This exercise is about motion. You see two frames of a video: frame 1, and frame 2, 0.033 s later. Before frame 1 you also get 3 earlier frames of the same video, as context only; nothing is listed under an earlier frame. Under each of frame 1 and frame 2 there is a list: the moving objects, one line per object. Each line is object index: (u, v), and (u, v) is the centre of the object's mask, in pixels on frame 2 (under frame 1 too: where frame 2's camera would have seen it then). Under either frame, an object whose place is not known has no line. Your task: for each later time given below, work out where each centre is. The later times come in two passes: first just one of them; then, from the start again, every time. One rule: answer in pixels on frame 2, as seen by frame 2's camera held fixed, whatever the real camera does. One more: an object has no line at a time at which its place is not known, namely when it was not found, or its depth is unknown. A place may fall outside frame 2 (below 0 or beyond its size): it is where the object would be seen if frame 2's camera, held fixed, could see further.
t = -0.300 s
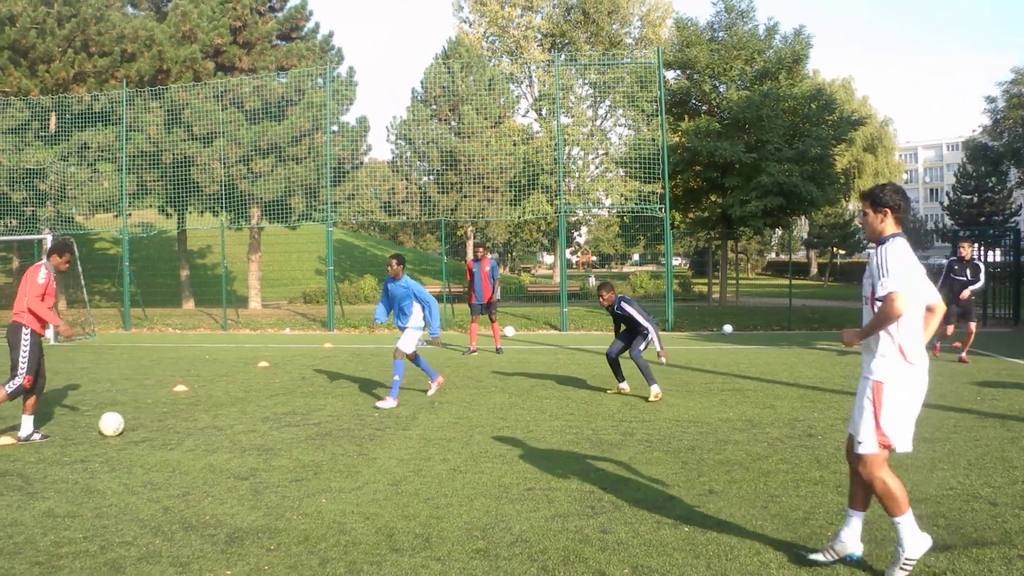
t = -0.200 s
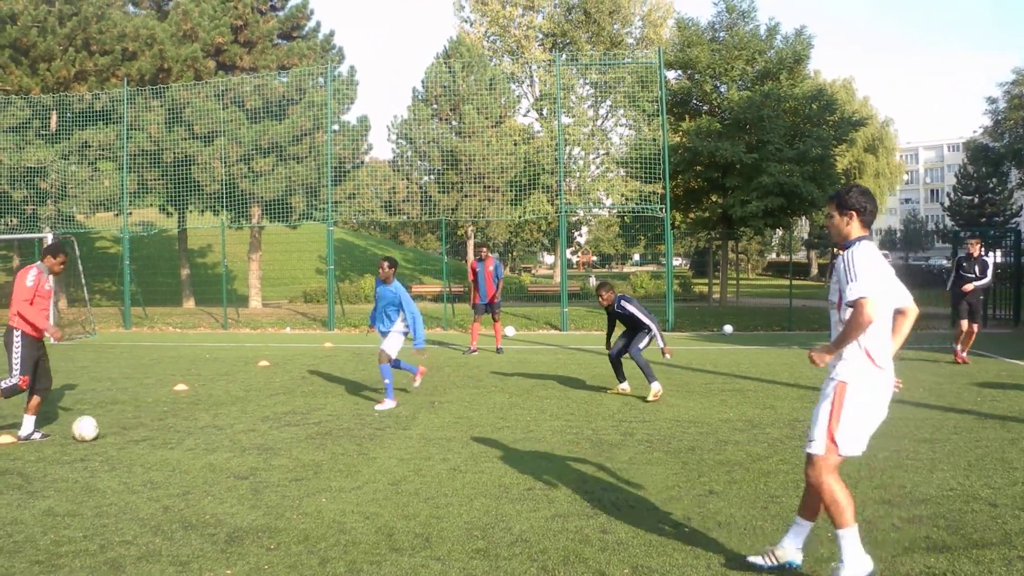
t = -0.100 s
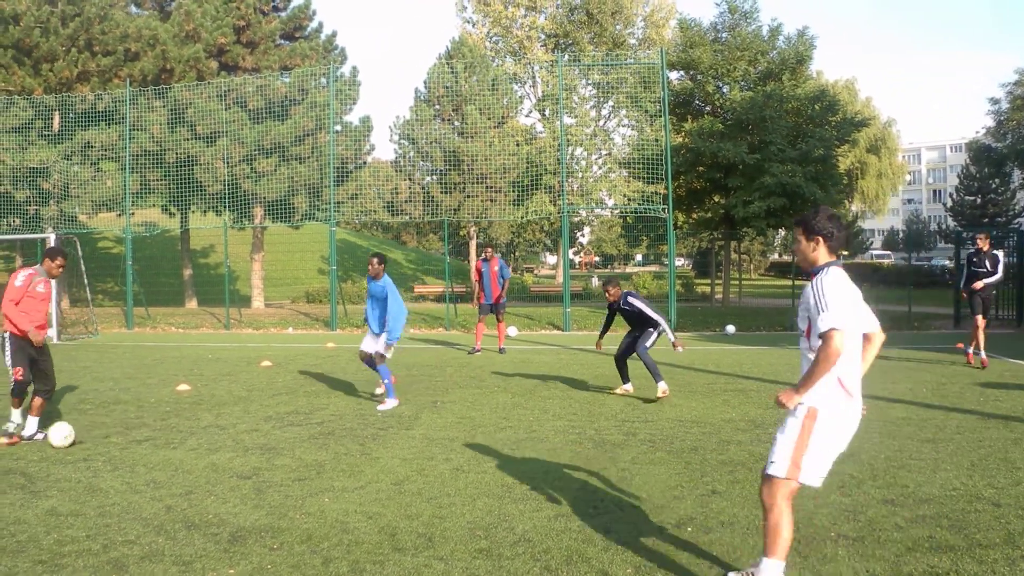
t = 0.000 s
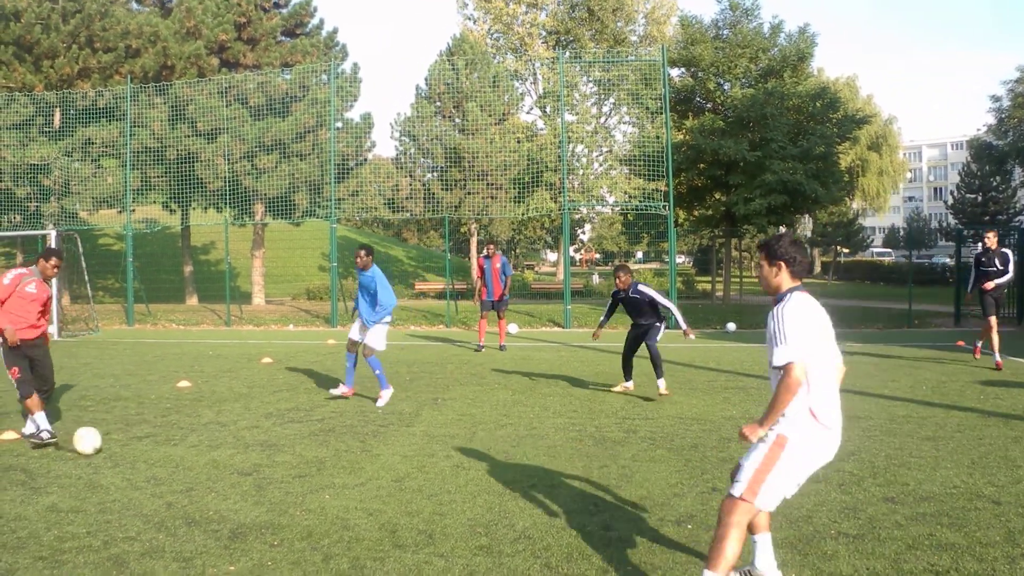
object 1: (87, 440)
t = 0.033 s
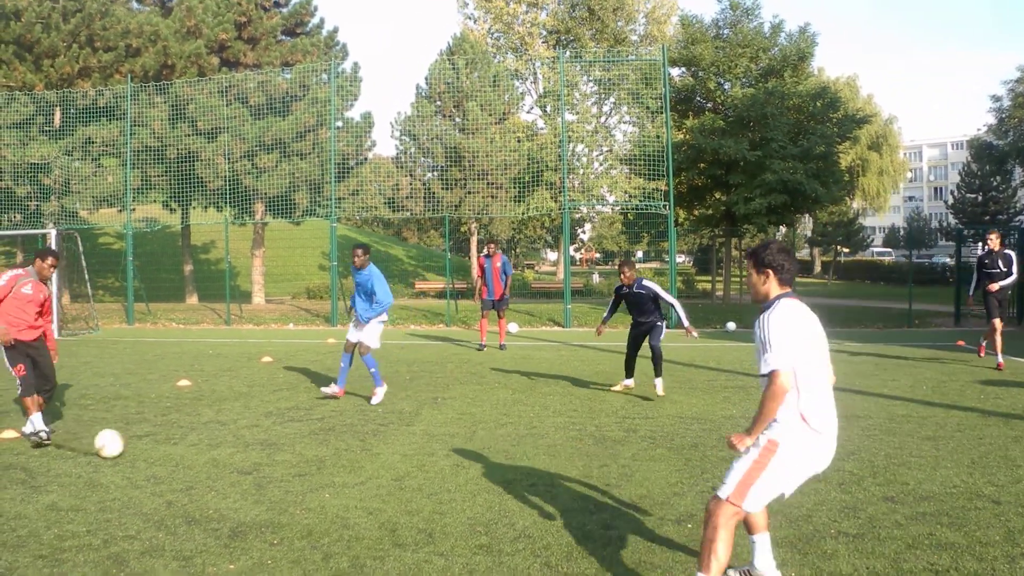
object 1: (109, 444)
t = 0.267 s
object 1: (268, 476)
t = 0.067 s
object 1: (132, 449)
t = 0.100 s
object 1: (154, 453)
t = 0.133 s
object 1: (175, 456)
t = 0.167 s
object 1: (198, 460)
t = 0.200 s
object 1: (221, 466)
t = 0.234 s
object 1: (246, 473)
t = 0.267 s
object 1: (268, 476)
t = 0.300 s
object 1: (289, 477)
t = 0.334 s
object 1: (311, 480)
